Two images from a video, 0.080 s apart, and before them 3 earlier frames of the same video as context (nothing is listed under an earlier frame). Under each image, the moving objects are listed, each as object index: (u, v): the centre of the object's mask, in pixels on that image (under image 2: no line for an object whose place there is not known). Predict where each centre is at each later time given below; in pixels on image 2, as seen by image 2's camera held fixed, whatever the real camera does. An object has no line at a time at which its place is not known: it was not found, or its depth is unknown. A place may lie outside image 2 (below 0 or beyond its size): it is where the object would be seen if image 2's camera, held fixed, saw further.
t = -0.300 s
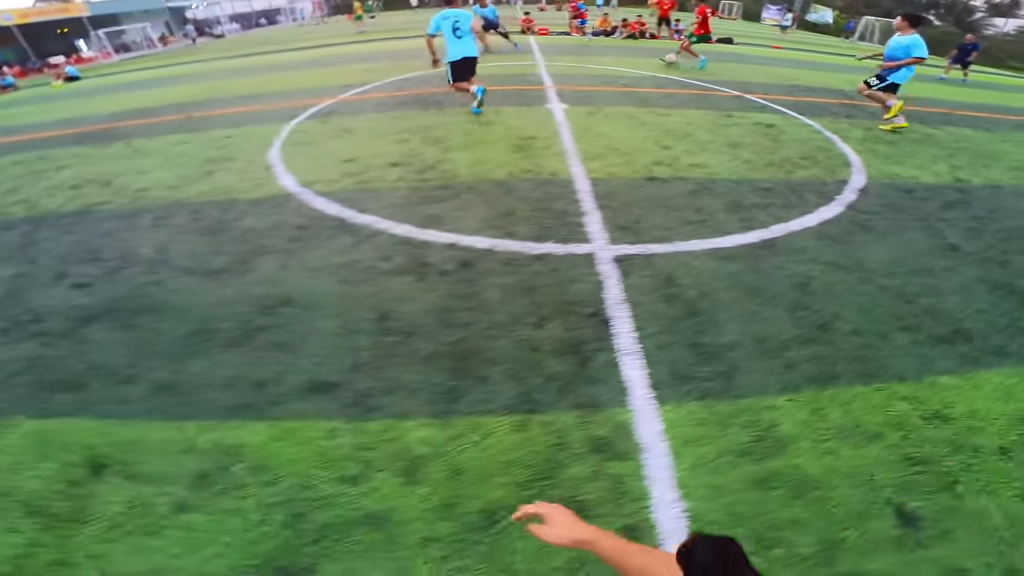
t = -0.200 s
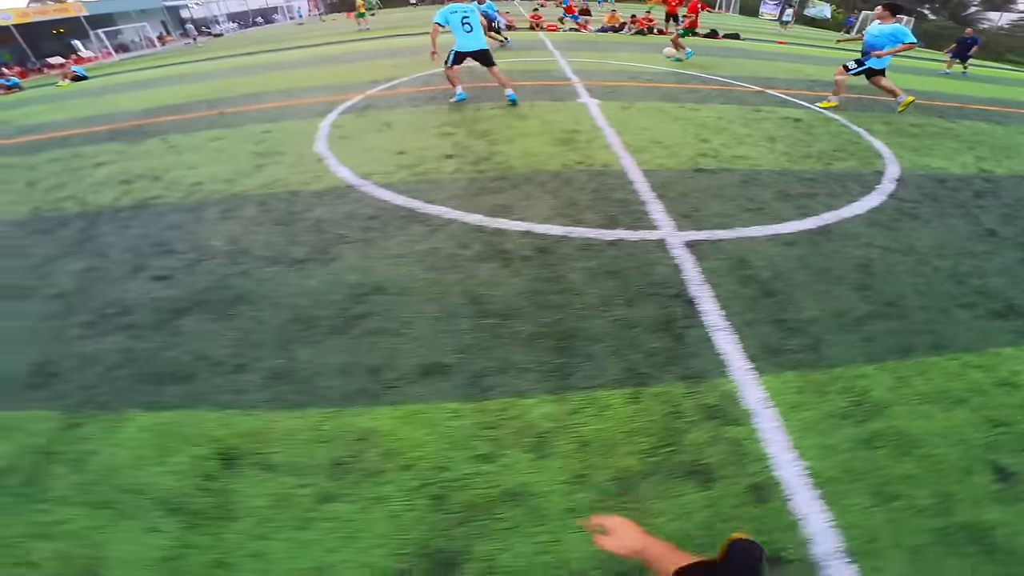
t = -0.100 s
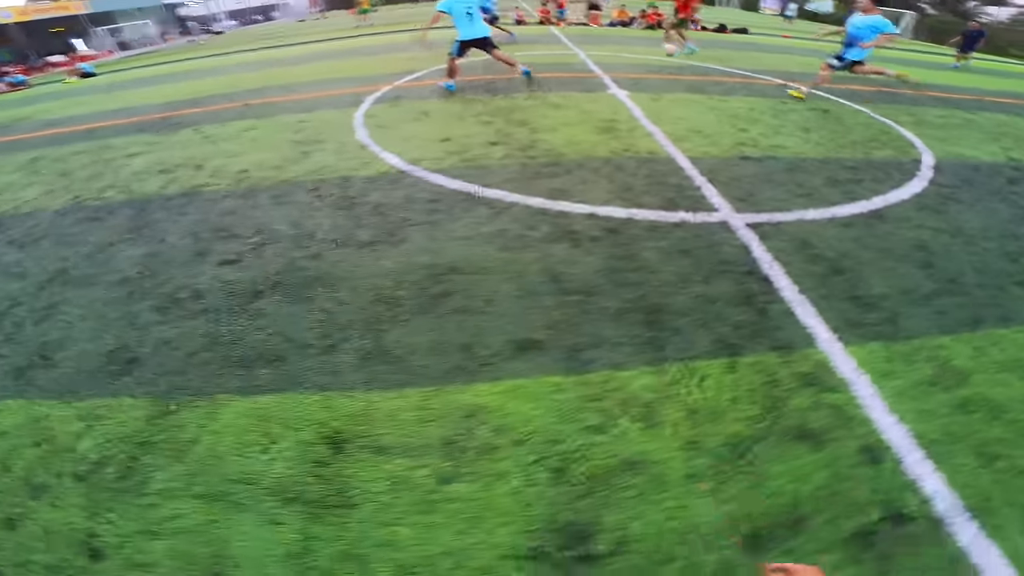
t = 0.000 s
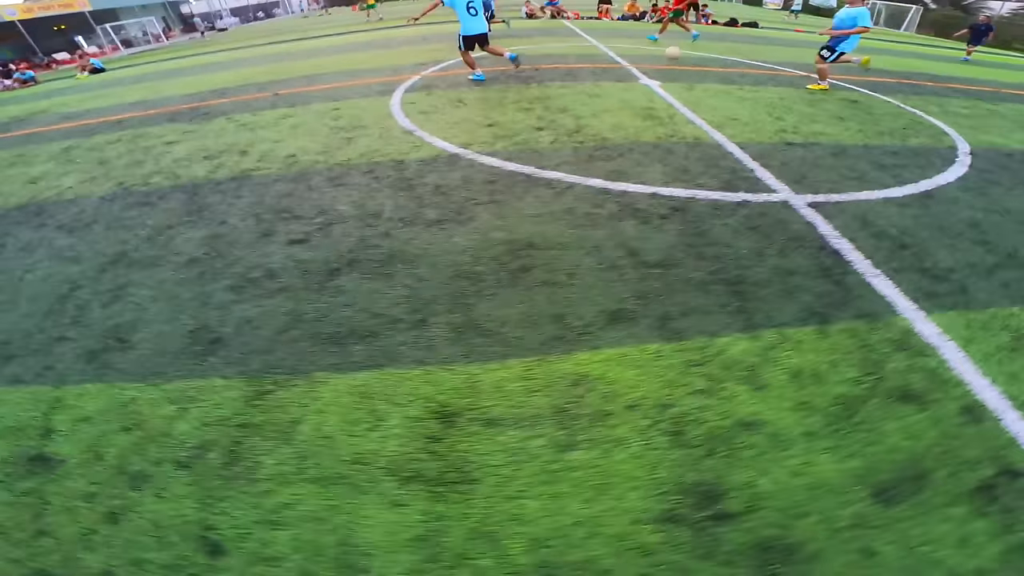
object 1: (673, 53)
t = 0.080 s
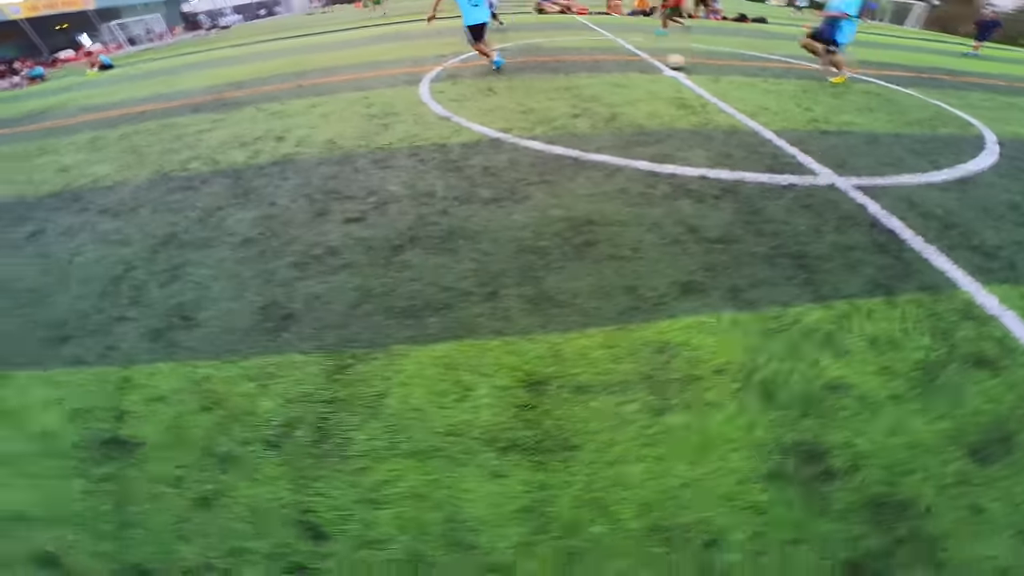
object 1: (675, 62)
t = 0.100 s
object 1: (673, 61)
